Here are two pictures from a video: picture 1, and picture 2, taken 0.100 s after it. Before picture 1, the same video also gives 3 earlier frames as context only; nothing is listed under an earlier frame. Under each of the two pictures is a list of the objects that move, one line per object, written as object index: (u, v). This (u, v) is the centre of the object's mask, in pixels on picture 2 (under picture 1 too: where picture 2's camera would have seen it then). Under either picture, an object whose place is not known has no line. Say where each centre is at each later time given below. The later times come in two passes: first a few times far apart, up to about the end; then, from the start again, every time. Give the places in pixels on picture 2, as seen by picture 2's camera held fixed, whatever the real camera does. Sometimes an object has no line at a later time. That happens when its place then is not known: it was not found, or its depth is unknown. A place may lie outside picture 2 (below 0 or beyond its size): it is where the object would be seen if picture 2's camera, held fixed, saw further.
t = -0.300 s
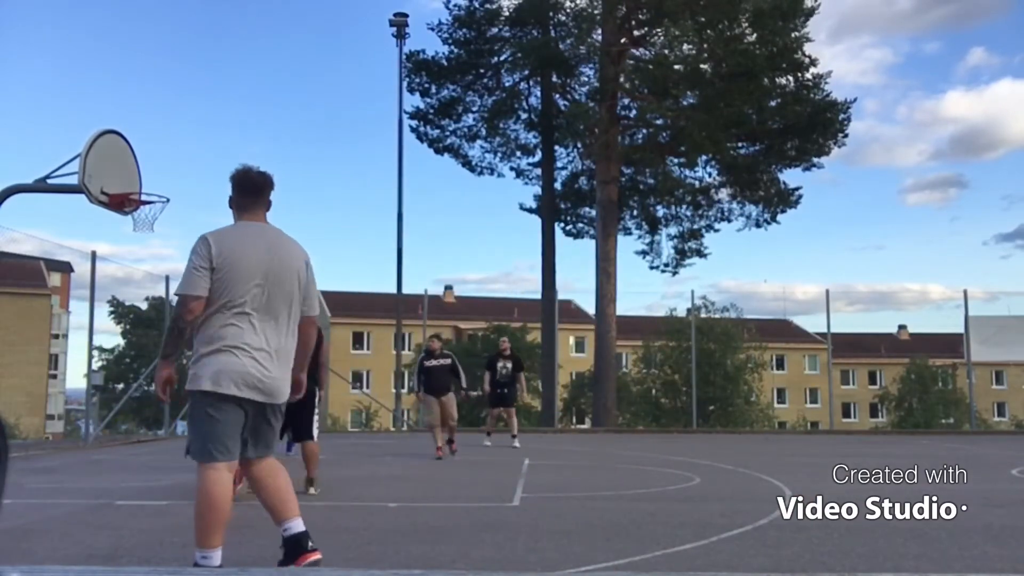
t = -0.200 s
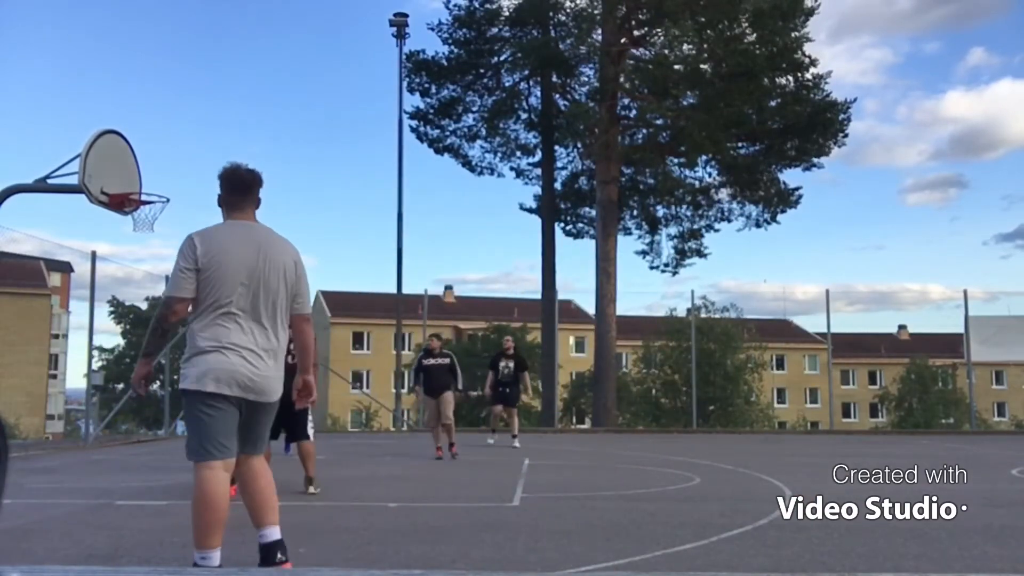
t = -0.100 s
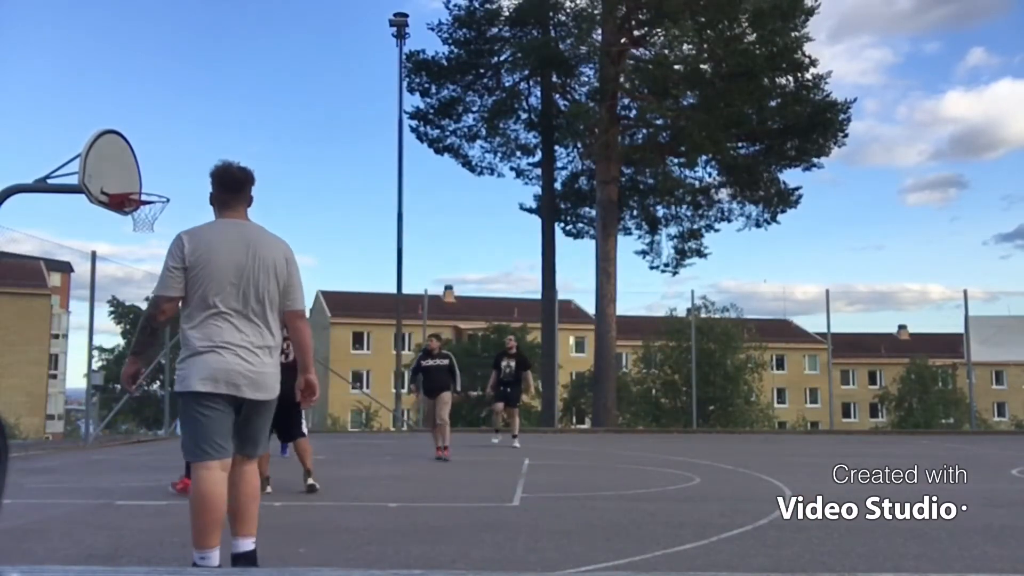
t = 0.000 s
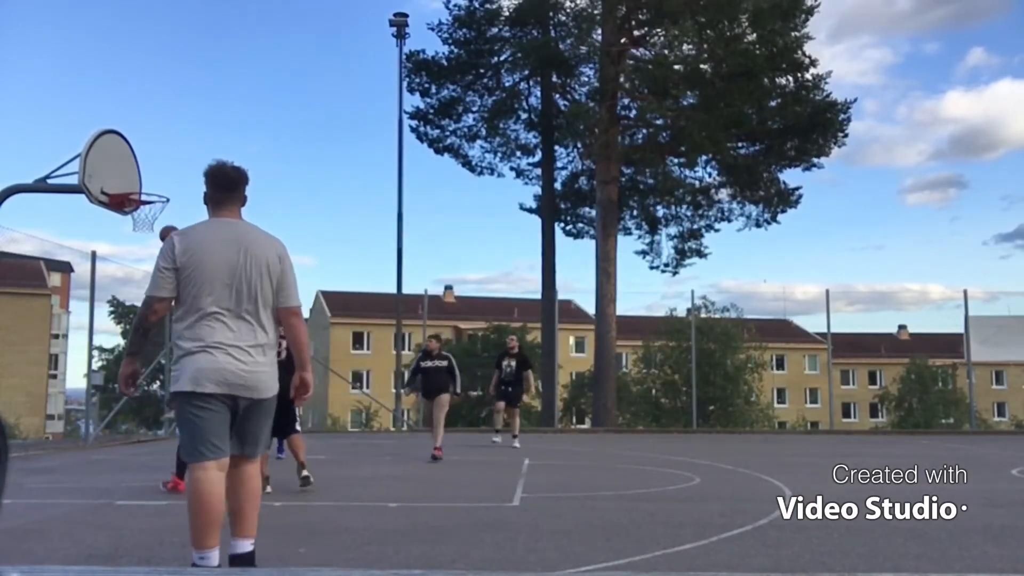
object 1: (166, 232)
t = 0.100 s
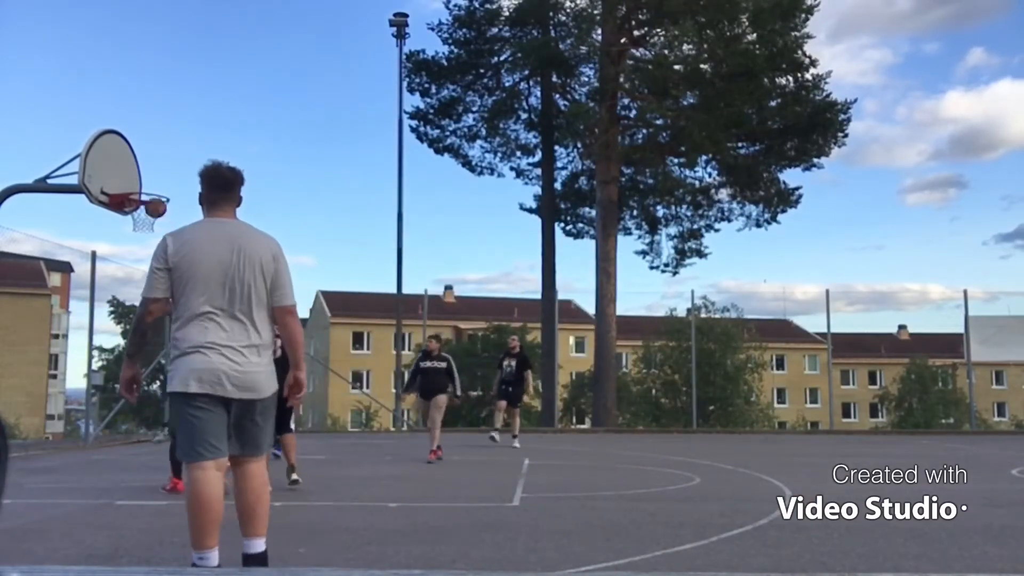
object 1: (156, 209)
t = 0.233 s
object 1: (142, 183)
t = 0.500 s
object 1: (156, 182)
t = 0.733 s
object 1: (138, 199)
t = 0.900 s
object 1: (146, 224)
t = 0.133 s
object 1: (150, 200)
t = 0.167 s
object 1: (146, 192)
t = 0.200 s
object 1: (140, 188)
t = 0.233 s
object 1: (142, 183)
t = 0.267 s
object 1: (144, 180)
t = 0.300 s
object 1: (146, 178)
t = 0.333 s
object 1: (148, 176)
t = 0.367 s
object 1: (150, 176)
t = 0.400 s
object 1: (151, 176)
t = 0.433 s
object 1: (153, 177)
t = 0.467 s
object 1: (154, 179)
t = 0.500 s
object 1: (156, 182)
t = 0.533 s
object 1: (157, 186)
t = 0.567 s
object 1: (159, 191)
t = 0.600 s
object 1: (155, 192)
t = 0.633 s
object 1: (151, 192)
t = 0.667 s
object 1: (146, 194)
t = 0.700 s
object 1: (142, 196)
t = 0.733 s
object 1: (138, 199)
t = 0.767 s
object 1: (141, 203)
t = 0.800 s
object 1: (141, 207)
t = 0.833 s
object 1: (142, 212)
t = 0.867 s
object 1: (145, 218)
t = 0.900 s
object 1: (146, 224)
